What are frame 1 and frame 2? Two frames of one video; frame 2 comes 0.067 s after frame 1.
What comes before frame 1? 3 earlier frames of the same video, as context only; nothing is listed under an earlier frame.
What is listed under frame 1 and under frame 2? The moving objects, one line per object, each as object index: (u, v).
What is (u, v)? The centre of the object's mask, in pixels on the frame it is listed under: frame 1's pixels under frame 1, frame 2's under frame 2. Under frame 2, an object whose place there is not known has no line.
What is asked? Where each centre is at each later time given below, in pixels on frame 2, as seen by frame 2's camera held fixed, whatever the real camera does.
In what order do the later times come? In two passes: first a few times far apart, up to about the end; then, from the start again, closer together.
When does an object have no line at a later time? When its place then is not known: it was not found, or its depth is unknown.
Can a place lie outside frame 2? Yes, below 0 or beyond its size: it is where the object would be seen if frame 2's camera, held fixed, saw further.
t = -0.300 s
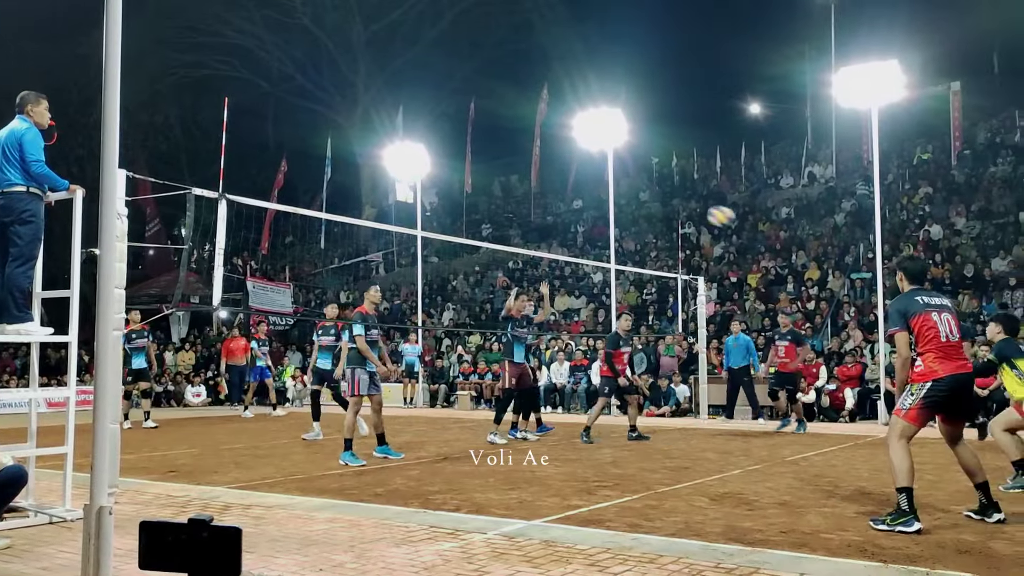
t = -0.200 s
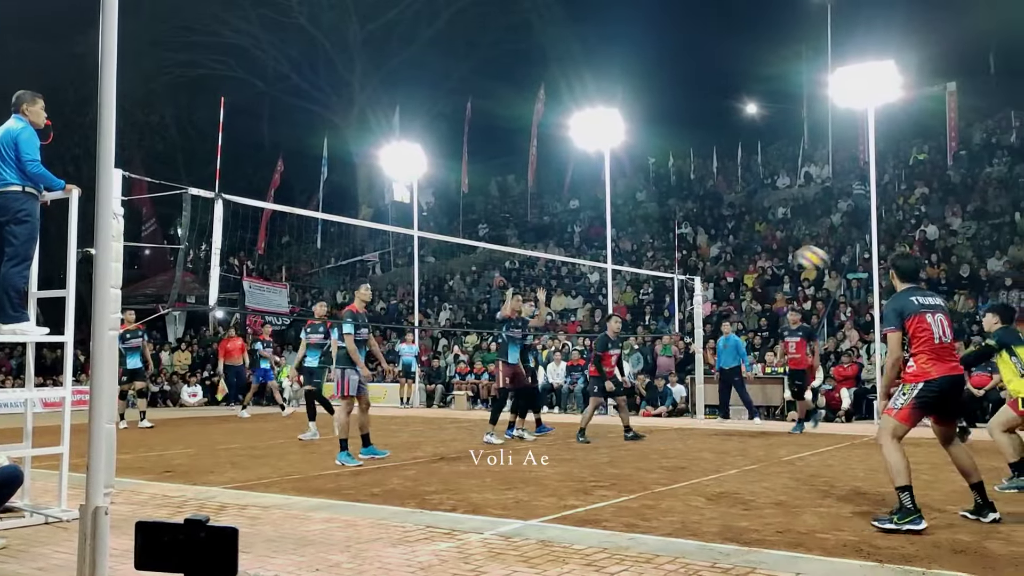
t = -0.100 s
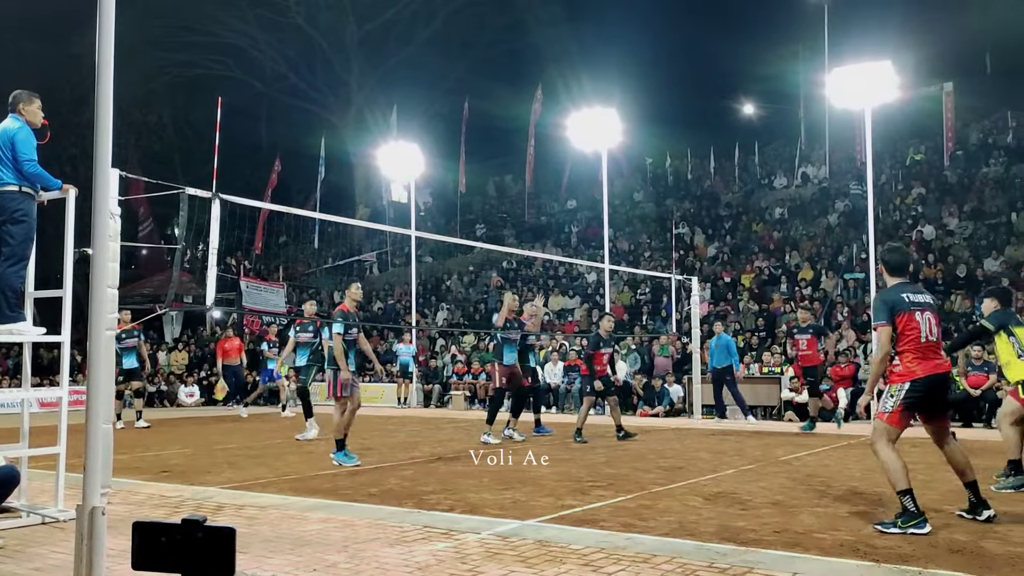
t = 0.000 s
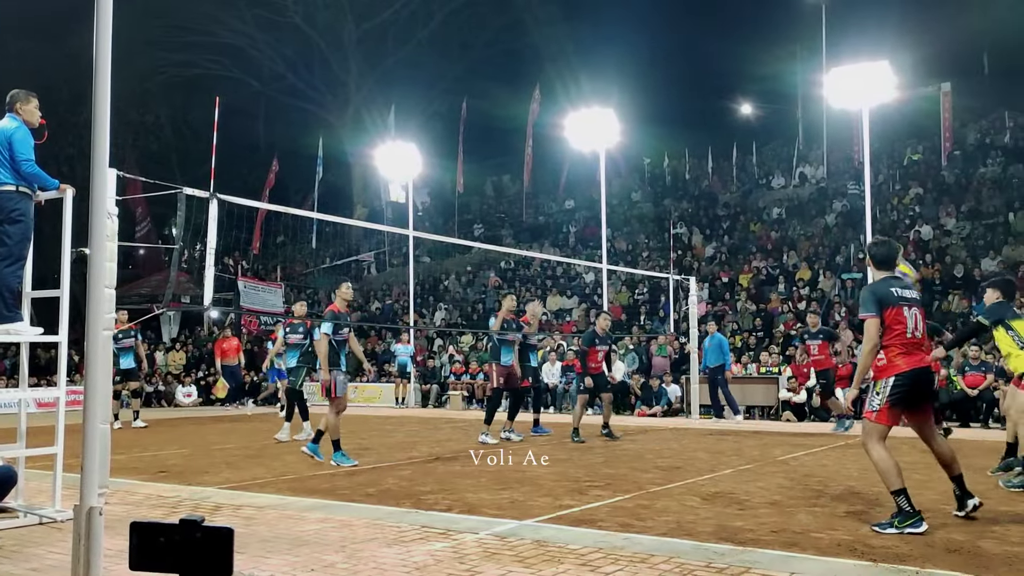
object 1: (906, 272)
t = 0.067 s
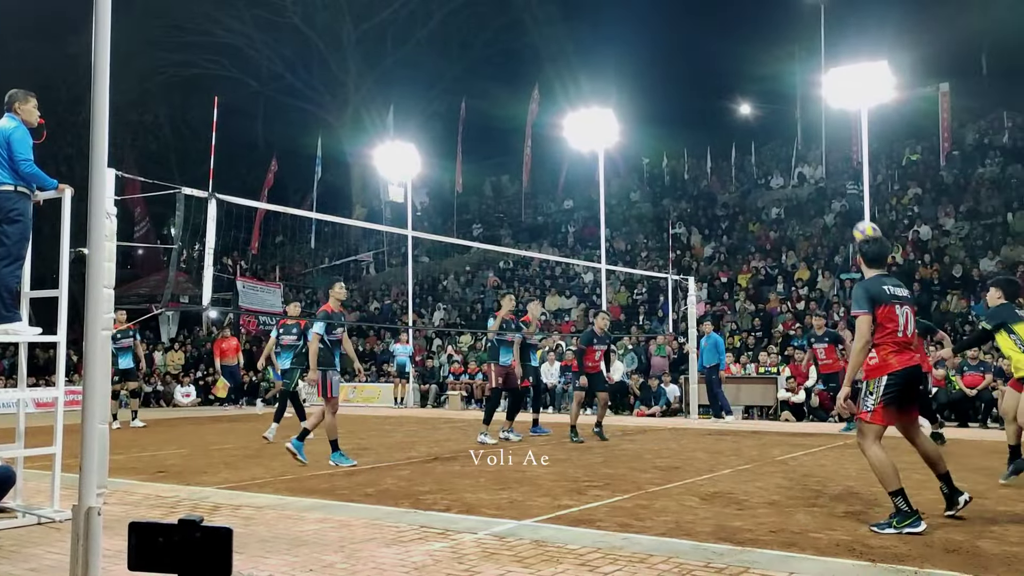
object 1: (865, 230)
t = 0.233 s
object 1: (793, 164)
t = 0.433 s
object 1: (720, 129)
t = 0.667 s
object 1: (650, 136)
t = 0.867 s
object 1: (597, 177)
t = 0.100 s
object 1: (850, 216)
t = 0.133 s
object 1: (836, 200)
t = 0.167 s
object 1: (821, 186)
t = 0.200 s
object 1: (807, 175)
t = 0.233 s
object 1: (793, 164)
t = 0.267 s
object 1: (780, 155)
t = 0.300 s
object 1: (767, 147)
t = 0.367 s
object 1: (743, 135)
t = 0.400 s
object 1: (731, 131)
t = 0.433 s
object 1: (720, 129)
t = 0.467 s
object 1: (709, 127)
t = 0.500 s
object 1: (699, 126)
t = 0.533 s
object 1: (688, 126)
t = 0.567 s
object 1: (679, 127)
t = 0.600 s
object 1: (668, 129)
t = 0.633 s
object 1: (659, 132)
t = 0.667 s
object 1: (650, 136)
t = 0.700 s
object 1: (641, 141)
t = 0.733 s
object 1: (632, 146)
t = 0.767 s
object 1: (623, 152)
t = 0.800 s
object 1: (614, 160)
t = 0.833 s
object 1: (606, 168)
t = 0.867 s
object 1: (597, 177)
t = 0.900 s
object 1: (589, 186)
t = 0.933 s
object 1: (582, 196)
